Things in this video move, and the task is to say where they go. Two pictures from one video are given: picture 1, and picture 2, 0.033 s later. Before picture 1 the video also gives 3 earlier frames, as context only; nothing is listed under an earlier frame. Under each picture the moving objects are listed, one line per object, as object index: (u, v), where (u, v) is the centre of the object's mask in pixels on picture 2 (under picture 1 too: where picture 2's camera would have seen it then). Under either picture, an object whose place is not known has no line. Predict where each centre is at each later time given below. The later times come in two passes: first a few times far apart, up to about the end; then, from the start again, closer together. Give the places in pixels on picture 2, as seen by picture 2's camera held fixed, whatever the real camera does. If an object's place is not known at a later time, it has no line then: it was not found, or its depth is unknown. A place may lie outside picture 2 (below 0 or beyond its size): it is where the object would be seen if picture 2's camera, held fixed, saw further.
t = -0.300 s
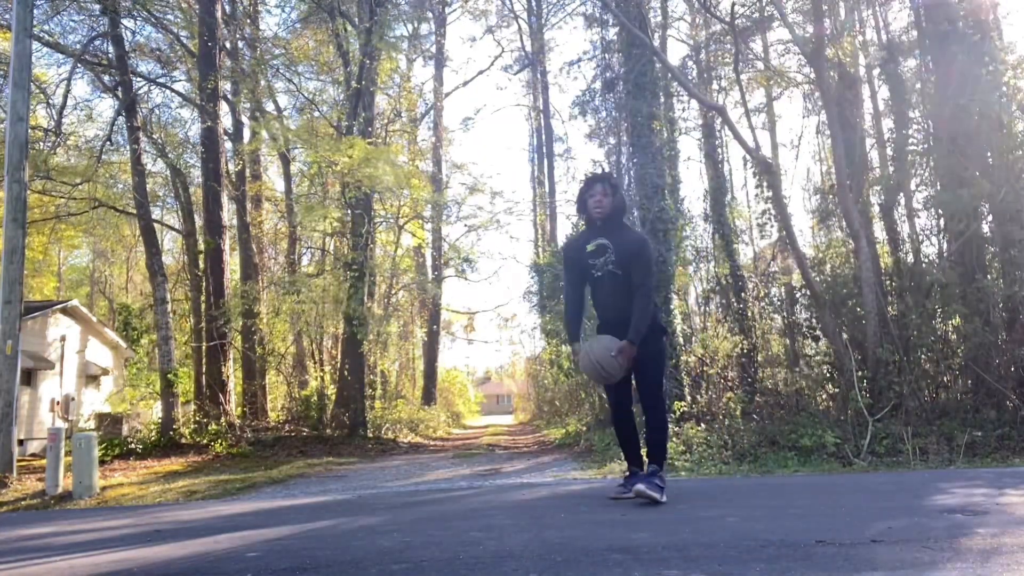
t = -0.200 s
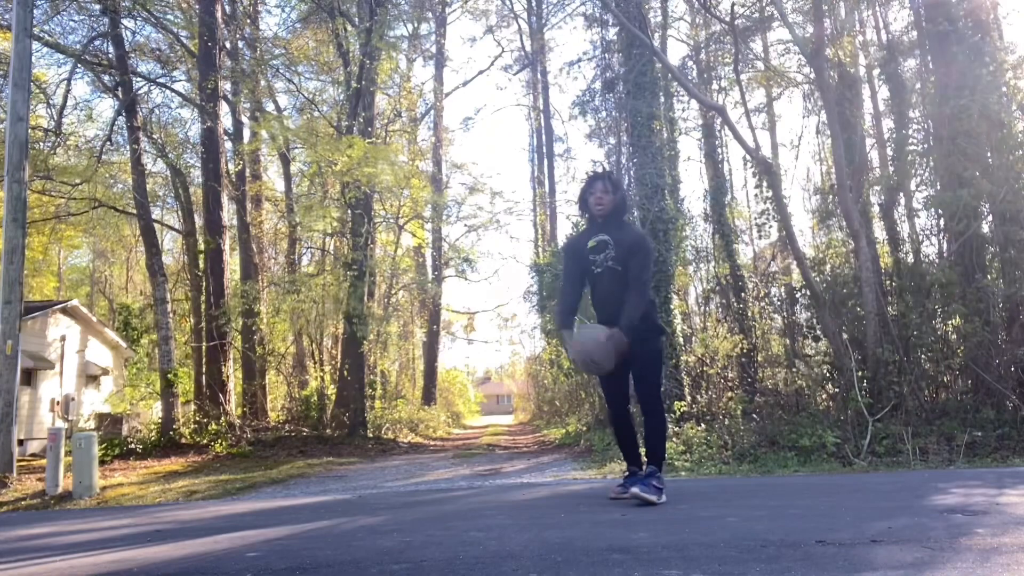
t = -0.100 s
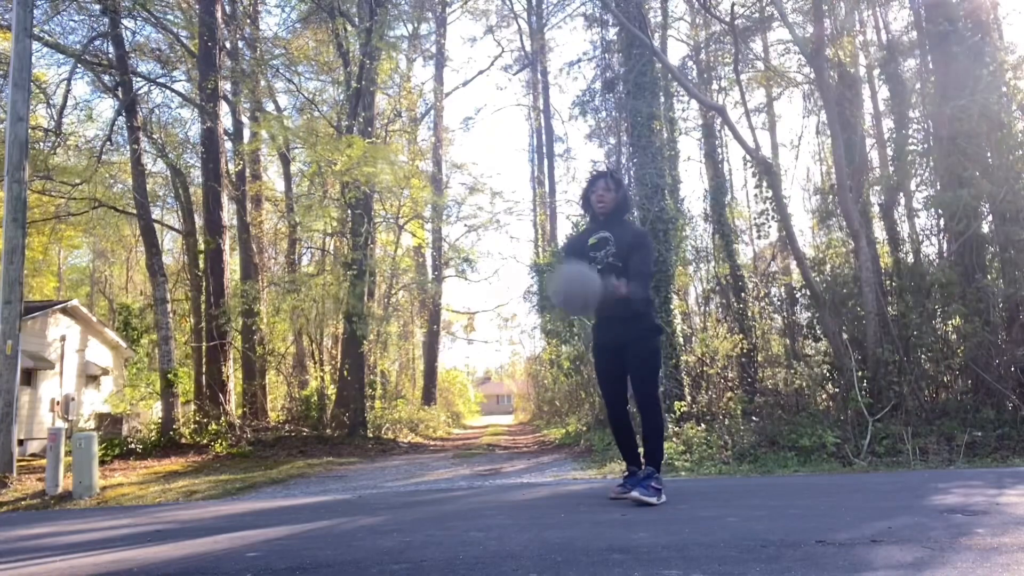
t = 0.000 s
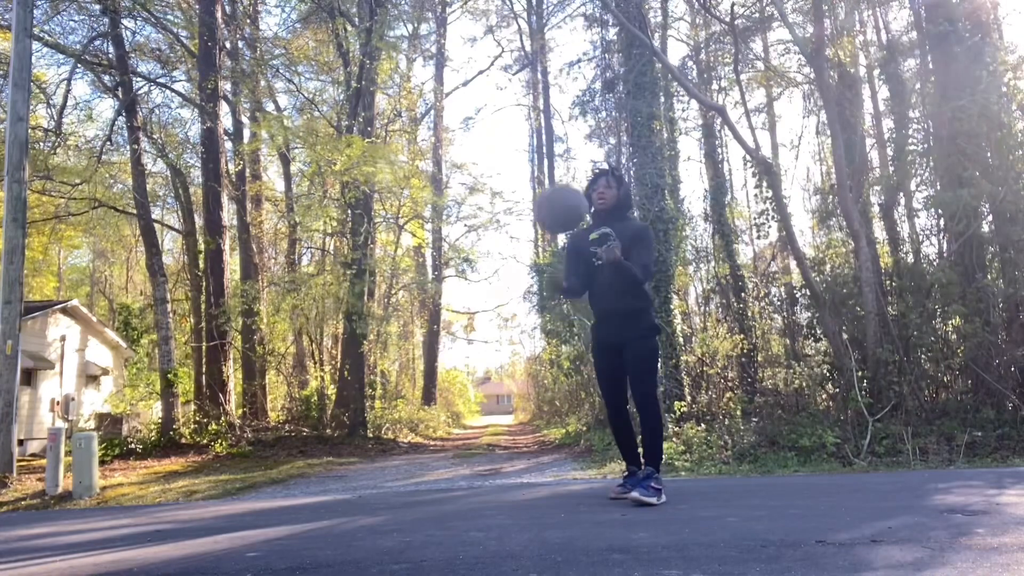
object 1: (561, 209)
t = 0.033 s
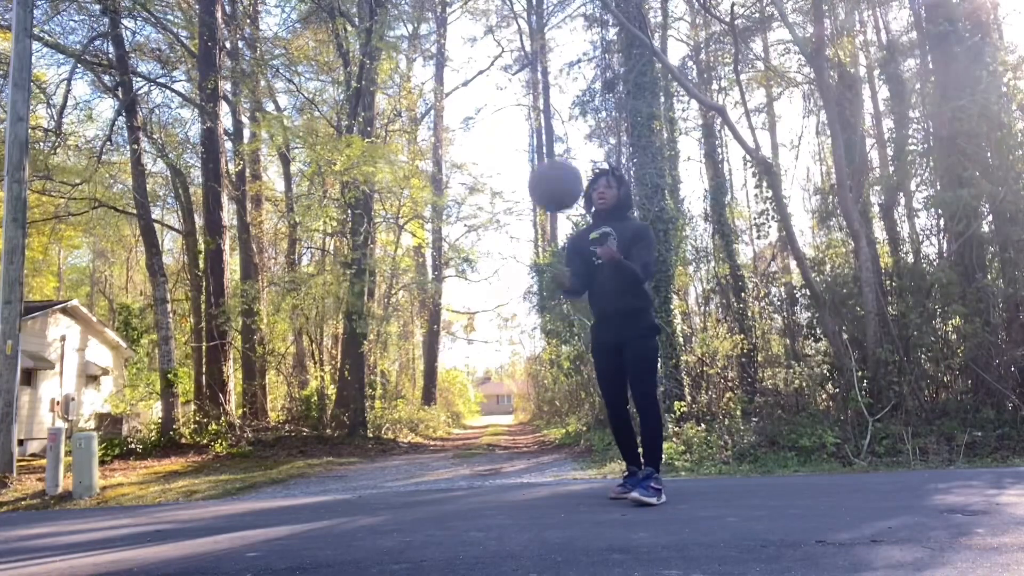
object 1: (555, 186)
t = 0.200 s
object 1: (533, 104)
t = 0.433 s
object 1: (505, 88)
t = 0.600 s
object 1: (482, 163)
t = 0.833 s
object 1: (450, 444)
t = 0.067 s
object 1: (551, 165)
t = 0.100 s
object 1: (546, 147)
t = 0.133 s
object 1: (542, 131)
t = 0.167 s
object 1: (537, 117)
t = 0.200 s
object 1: (533, 104)
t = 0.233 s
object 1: (529, 93)
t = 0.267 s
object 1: (525, 87)
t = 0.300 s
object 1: (521, 83)
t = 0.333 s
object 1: (517, 80)
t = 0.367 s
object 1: (512, 80)
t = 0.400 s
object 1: (509, 82)
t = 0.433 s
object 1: (505, 88)
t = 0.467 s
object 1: (500, 96)
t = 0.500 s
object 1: (496, 108)
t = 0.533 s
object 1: (491, 123)
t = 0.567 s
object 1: (487, 141)
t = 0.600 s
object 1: (482, 163)
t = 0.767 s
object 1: (459, 336)
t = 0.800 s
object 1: (456, 384)
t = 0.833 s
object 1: (450, 444)
